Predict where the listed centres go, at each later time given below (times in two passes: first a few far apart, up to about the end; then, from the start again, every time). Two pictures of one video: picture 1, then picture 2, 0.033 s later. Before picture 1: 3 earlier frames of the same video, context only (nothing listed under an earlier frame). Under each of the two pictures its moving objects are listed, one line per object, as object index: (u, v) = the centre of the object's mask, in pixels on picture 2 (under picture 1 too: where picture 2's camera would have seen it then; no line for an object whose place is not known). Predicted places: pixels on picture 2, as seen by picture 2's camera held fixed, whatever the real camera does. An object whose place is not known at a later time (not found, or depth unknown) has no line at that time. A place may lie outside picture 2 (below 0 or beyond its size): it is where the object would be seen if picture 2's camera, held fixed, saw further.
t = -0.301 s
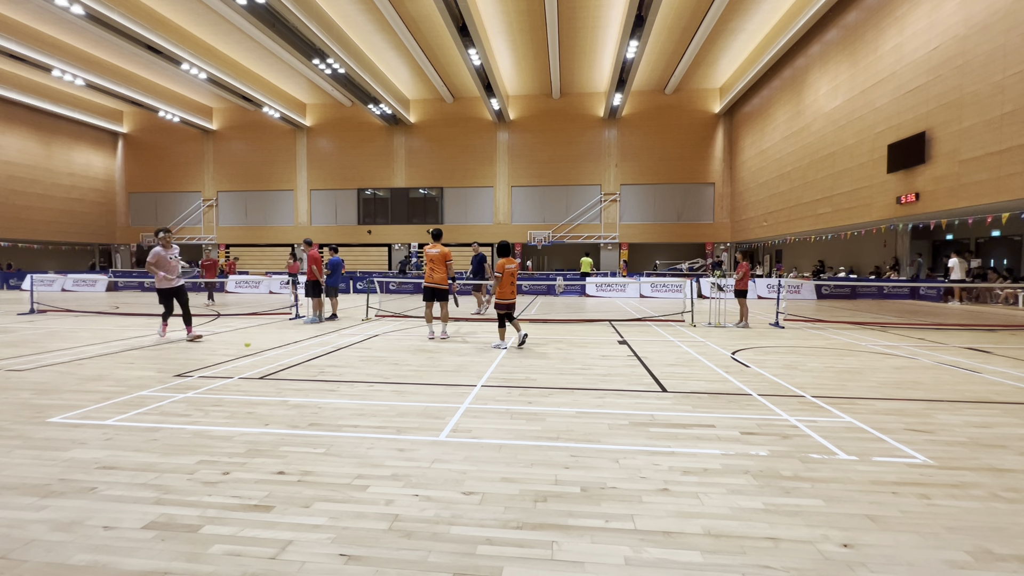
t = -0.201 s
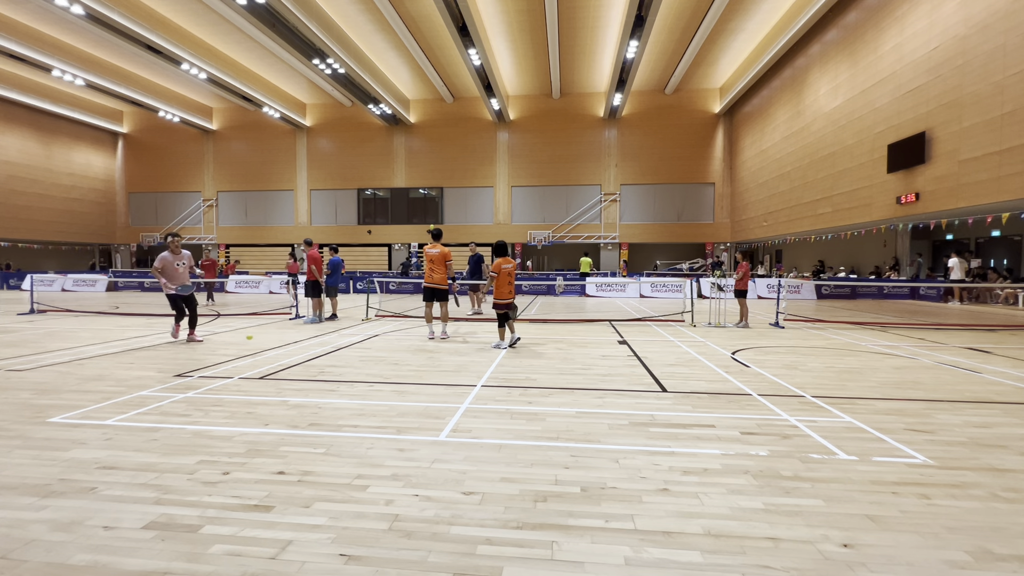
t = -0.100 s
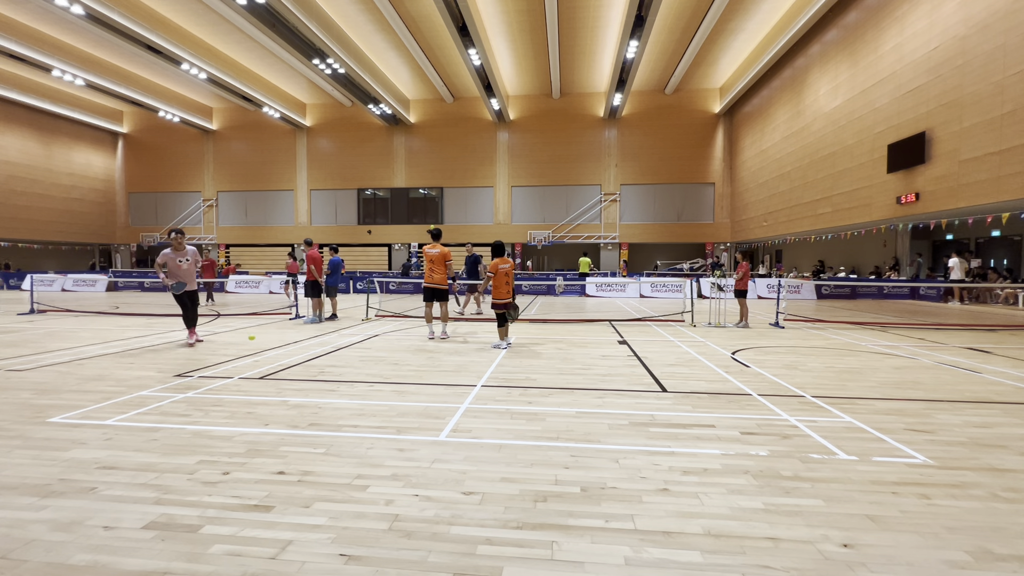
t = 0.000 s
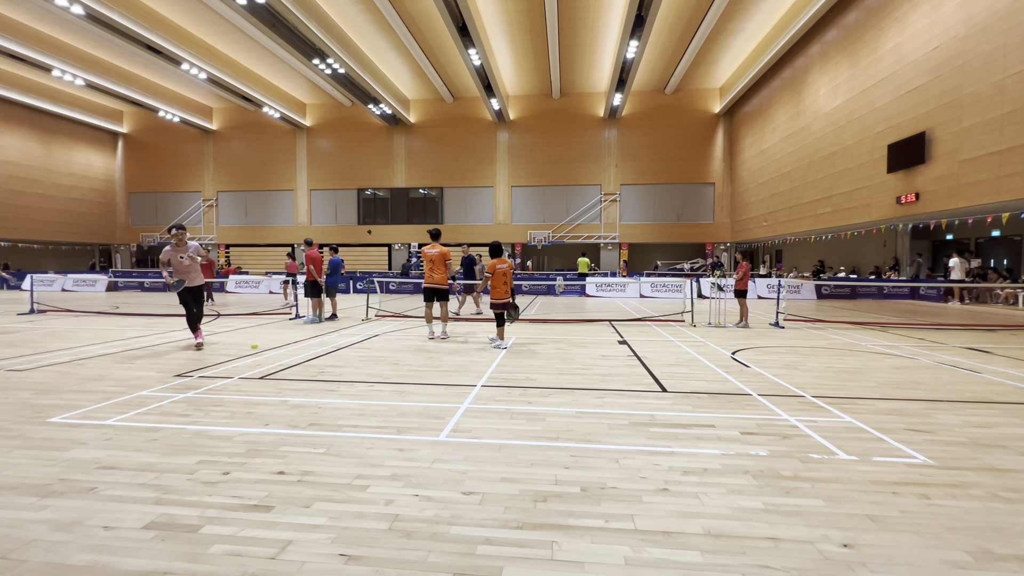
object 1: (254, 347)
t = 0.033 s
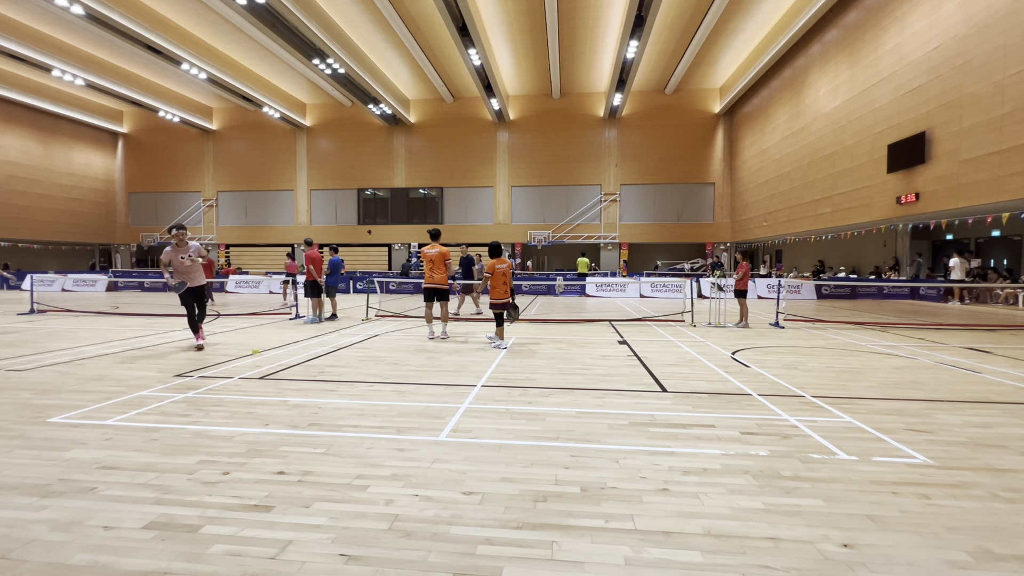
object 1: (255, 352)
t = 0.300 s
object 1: (258, 364)
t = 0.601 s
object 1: (264, 382)
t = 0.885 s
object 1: (274, 409)
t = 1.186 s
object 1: (291, 434)
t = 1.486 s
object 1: (312, 468)
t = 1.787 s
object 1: (342, 518)
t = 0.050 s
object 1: (256, 354)
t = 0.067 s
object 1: (256, 357)
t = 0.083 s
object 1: (257, 361)
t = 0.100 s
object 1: (257, 365)
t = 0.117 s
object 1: (257, 367)
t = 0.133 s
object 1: (257, 365)
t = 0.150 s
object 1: (257, 364)
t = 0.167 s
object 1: (257, 362)
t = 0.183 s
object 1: (258, 362)
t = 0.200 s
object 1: (258, 361)
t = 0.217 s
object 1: (258, 361)
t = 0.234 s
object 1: (258, 361)
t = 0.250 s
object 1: (258, 361)
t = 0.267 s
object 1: (258, 362)
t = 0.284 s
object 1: (258, 363)
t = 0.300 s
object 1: (258, 364)
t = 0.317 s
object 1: (258, 366)
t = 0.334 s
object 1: (258, 367)
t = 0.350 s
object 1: (258, 369)
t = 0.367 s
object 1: (258, 371)
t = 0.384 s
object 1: (259, 374)
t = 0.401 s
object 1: (259, 376)
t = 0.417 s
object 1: (259, 379)
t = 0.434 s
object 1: (259, 382)
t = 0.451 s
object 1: (260, 381)
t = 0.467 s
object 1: (260, 380)
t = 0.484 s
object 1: (260, 379)
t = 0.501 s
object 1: (261, 379)
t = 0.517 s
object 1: (261, 379)
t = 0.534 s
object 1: (262, 379)
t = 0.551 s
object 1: (262, 379)
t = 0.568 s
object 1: (263, 380)
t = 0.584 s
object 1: (263, 381)
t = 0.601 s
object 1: (264, 382)
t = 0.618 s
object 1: (264, 385)
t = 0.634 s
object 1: (265, 387)
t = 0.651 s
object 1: (266, 389)
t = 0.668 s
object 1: (266, 392)
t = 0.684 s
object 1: (267, 395)
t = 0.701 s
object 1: (268, 397)
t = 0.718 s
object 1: (268, 397)
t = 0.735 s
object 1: (269, 396)
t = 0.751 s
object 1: (269, 396)
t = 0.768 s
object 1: (270, 396)
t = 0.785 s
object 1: (270, 397)
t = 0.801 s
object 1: (271, 398)
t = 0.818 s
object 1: (272, 399)
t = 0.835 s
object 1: (272, 401)
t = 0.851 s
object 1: (273, 403)
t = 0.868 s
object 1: (274, 406)
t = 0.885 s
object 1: (274, 409)
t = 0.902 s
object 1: (275, 411)
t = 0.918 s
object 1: (276, 411)
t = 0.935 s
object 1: (277, 411)
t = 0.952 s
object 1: (278, 412)
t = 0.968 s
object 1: (279, 413)
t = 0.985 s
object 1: (280, 414)
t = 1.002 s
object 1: (281, 415)
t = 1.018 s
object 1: (282, 418)
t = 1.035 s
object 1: (283, 421)
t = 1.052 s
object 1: (284, 423)
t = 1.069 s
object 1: (284, 423)
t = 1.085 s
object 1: (285, 424)
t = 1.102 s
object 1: (286, 425)
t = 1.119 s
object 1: (287, 426)
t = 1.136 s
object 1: (288, 428)
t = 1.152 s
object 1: (289, 431)
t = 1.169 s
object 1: (290, 433)
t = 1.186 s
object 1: (291, 434)
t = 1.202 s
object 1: (292, 434)
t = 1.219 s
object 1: (293, 435)
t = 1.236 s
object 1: (294, 436)
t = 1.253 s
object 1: (295, 438)
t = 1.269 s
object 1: (296, 440)
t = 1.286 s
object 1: (298, 444)
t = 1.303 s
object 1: (299, 447)
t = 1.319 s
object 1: (300, 449)
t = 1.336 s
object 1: (301, 450)
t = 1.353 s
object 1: (302, 452)
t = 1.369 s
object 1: (303, 454)
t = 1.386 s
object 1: (305, 456)
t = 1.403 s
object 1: (306, 457)
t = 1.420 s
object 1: (307, 458)
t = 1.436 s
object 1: (308, 459)
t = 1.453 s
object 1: (309, 461)
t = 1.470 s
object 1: (311, 465)
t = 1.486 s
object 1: (312, 468)
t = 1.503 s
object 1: (313, 471)
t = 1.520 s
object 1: (315, 473)
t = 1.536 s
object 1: (316, 475)
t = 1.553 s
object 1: (318, 477)
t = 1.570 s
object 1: (319, 480)
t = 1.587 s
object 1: (321, 483)
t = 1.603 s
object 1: (322, 485)
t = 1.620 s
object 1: (324, 487)
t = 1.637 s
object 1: (326, 491)
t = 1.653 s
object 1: (327, 494)
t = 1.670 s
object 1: (329, 496)
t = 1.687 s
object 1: (331, 499)
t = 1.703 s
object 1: (333, 502)
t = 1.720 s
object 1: (334, 505)
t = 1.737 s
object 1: (336, 508)
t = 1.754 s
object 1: (338, 511)
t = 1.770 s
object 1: (340, 514)
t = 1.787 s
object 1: (342, 518)
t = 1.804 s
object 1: (344, 521)
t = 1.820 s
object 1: (346, 525)
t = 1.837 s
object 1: (349, 528)
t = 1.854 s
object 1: (351, 532)
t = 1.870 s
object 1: (353, 536)
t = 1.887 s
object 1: (355, 539)
